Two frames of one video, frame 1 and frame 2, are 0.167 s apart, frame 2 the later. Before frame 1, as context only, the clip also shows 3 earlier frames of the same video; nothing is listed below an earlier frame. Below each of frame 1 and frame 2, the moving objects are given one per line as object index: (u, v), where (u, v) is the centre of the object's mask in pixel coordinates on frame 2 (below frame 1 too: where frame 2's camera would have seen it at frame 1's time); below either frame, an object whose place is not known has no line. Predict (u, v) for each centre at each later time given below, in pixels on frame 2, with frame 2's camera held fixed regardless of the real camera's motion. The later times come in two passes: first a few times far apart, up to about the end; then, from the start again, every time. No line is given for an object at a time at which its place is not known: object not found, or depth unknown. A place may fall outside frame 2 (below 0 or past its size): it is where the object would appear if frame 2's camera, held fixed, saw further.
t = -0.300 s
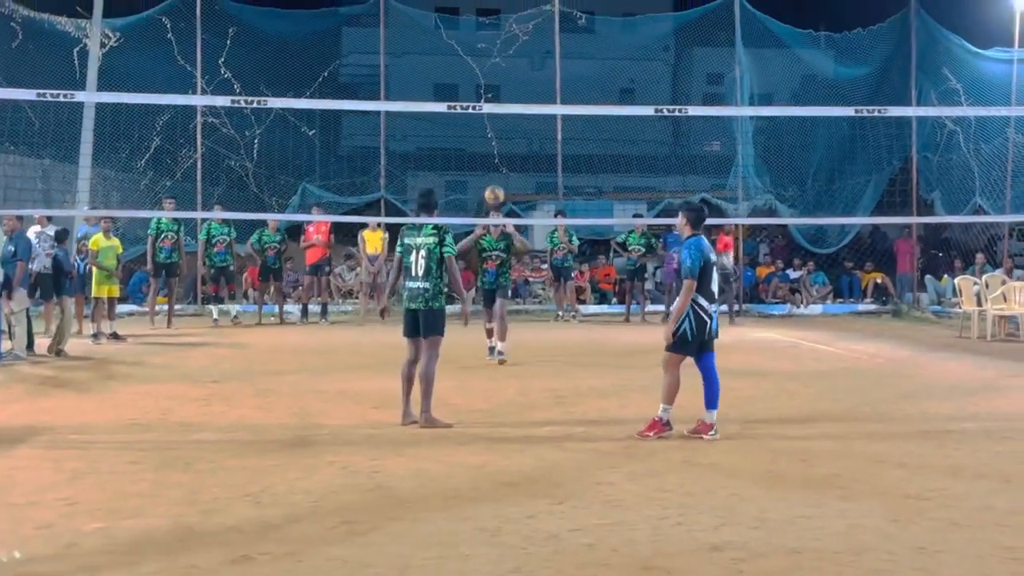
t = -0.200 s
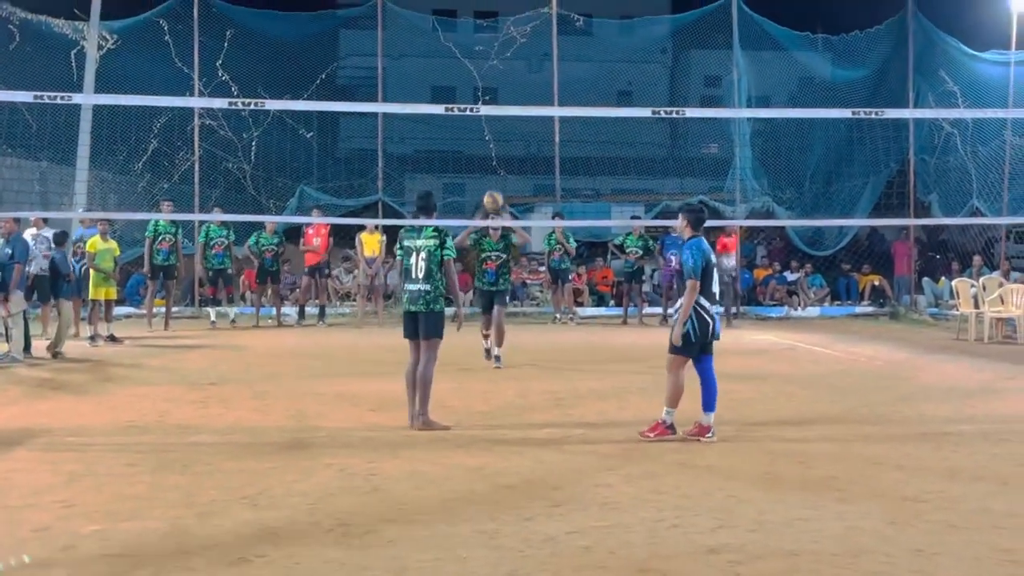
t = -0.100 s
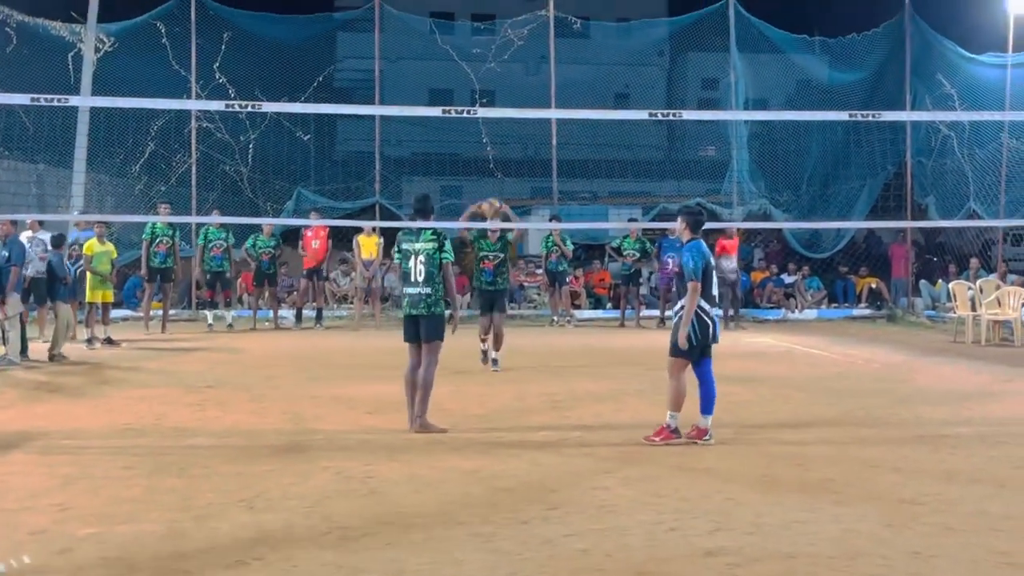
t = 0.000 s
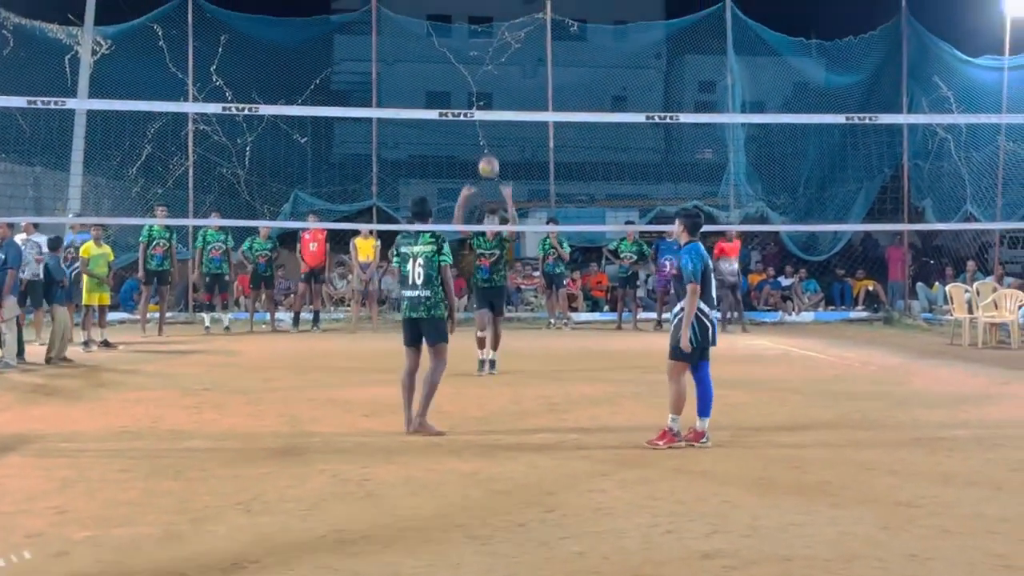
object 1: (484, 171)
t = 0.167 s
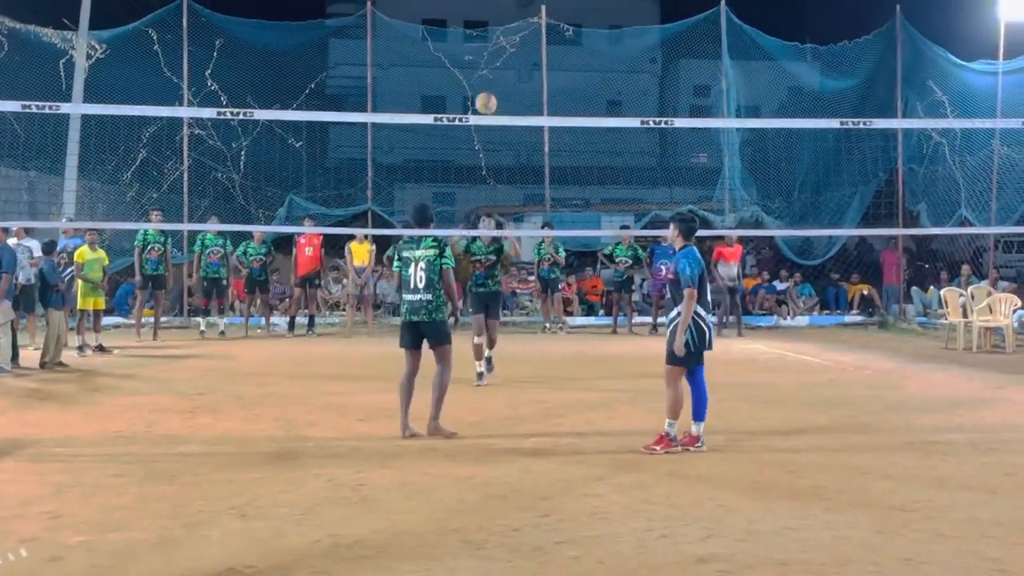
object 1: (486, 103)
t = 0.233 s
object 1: (486, 82)
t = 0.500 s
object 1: (488, 38)
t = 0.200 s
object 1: (486, 92)
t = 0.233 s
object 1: (486, 82)
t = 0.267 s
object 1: (487, 73)
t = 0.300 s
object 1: (487, 65)
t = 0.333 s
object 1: (487, 57)
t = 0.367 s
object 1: (487, 52)
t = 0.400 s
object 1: (487, 46)
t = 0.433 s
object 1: (487, 43)
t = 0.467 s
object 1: (488, 39)
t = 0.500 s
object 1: (488, 38)
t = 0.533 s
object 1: (488, 38)
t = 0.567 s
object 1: (488, 38)
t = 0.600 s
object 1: (488, 39)
